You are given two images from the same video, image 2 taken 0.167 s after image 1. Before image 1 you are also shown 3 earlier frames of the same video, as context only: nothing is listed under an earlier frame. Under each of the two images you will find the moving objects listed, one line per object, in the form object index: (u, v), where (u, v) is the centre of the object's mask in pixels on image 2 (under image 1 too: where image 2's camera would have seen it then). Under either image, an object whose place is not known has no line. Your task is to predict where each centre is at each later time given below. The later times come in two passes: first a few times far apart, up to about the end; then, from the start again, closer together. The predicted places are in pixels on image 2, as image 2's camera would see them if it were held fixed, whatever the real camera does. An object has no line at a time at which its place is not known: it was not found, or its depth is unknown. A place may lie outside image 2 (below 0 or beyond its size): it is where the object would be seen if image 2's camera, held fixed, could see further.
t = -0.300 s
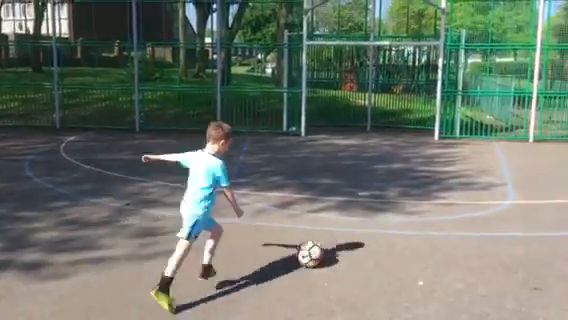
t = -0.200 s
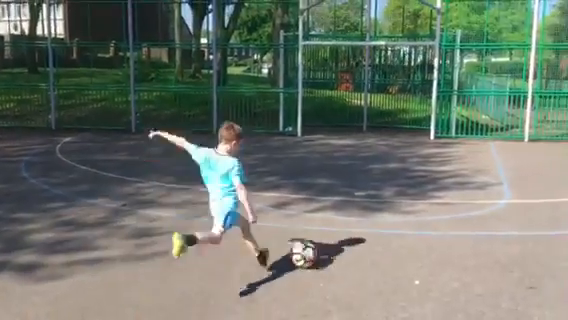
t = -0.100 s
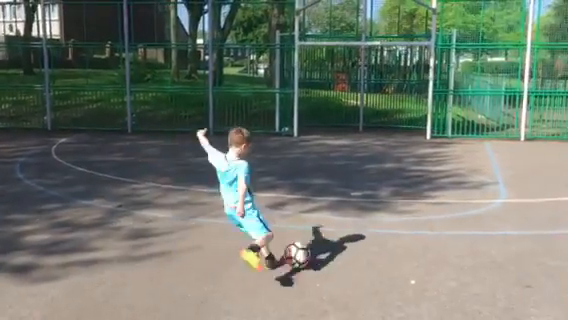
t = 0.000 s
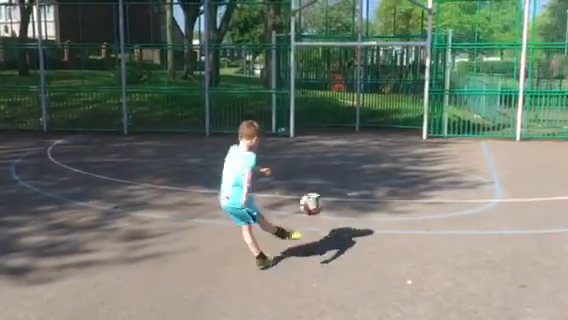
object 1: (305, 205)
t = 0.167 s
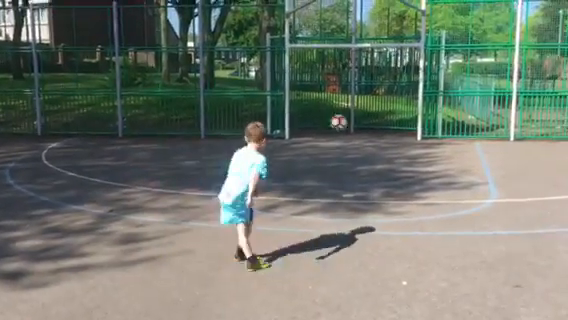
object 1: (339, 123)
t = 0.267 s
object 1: (349, 100)
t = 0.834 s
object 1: (370, 111)
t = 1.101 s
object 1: (355, 130)
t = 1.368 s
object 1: (344, 125)
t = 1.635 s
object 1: (329, 162)
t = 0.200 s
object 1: (343, 111)
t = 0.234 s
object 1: (345, 106)
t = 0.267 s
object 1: (349, 100)
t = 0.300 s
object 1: (351, 98)
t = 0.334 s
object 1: (355, 91)
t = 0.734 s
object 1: (372, 103)
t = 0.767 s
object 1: (374, 106)
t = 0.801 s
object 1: (373, 107)
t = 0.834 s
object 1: (370, 111)
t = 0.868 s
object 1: (368, 114)
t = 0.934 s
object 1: (364, 125)
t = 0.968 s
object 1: (362, 132)
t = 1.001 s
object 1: (359, 137)
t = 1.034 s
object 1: (358, 137)
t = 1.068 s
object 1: (356, 133)
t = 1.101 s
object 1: (355, 130)
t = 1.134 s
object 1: (354, 127)
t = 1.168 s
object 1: (352, 126)
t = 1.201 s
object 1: (350, 124)
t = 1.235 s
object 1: (349, 123)
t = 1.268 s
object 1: (349, 124)
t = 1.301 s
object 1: (347, 124)
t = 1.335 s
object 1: (346, 124)
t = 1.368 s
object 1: (344, 125)
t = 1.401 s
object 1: (342, 127)
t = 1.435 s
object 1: (340, 129)
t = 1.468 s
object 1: (338, 133)
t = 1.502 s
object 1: (336, 138)
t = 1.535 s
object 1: (333, 143)
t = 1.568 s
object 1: (333, 150)
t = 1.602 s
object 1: (330, 156)
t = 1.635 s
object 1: (329, 162)
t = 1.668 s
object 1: (327, 158)
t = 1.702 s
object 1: (324, 155)
